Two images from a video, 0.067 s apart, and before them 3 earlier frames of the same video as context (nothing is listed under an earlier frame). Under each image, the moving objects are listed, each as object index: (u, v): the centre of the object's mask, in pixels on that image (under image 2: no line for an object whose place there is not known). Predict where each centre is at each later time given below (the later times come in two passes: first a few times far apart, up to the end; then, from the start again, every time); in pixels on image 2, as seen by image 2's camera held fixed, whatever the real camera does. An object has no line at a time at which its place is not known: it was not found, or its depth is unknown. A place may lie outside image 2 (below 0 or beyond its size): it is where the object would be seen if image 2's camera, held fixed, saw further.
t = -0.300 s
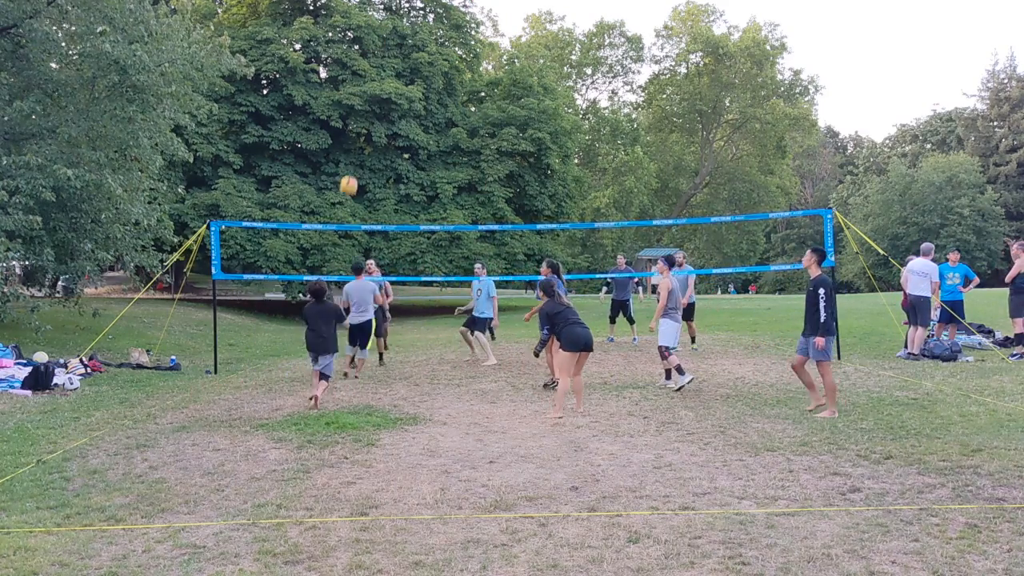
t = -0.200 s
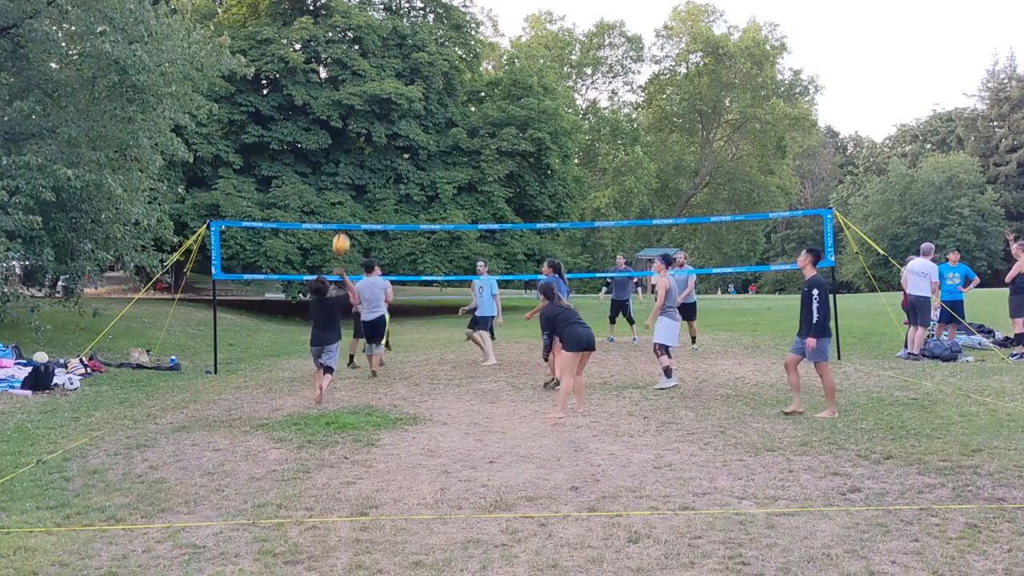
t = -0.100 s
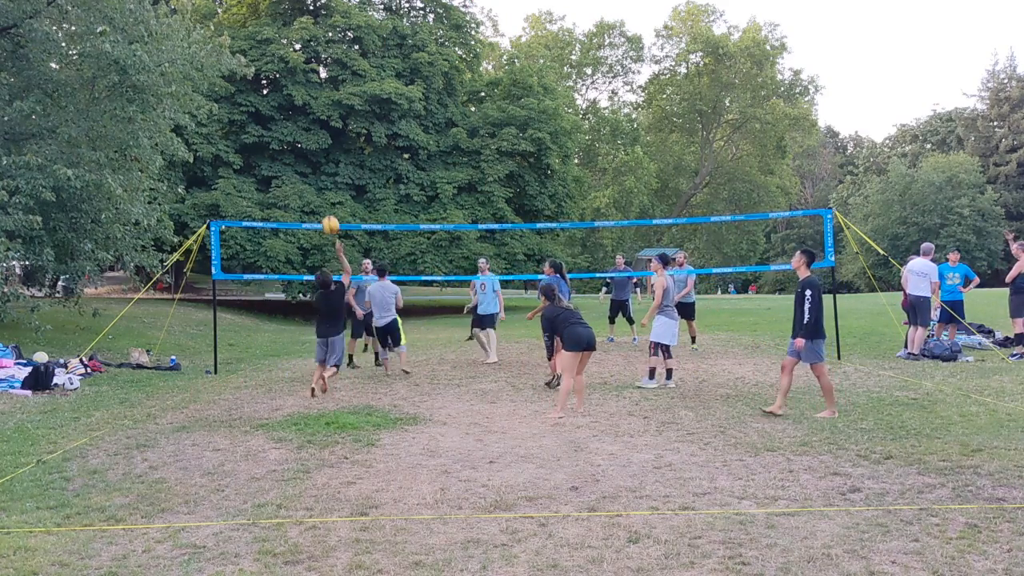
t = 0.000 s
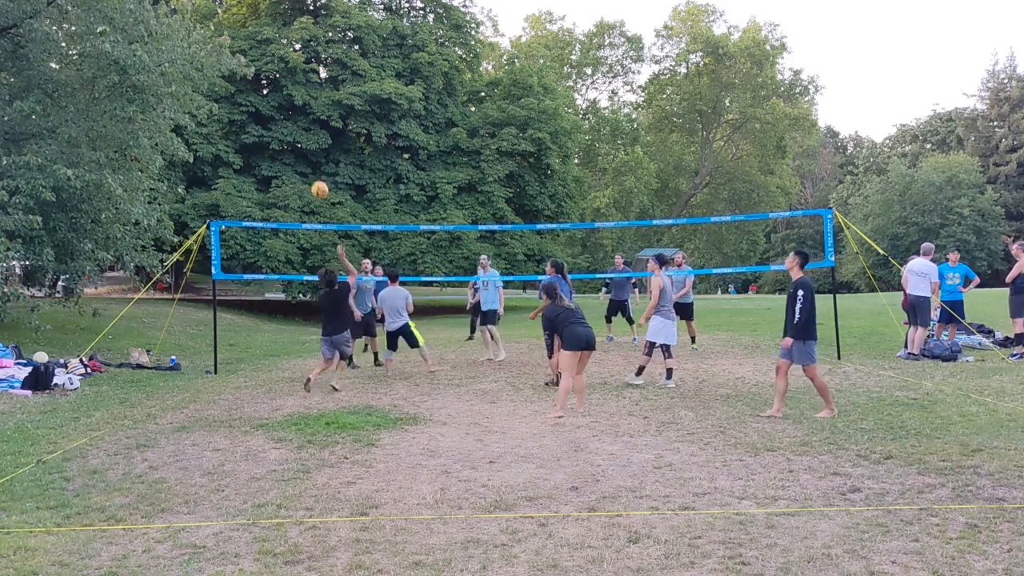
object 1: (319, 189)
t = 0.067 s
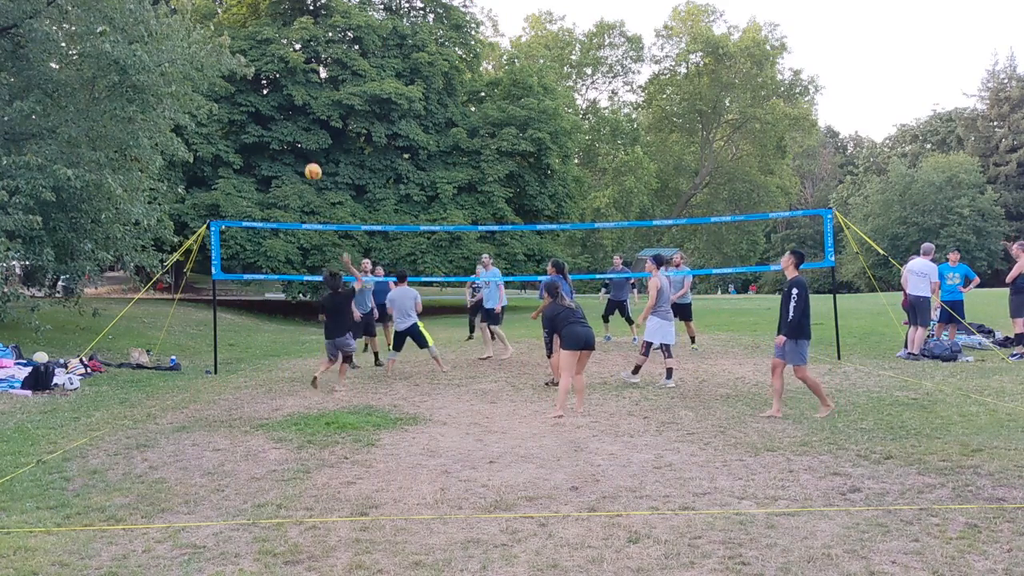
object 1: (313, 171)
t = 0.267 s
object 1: (295, 141)
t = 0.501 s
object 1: (277, 144)
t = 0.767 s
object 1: (260, 185)
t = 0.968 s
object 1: (249, 239)
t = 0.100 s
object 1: (310, 164)
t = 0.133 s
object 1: (307, 158)
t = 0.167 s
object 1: (303, 153)
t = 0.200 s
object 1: (301, 148)
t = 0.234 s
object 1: (298, 145)
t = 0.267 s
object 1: (295, 141)
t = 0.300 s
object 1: (292, 140)
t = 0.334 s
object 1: (289, 139)
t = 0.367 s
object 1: (287, 138)
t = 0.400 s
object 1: (285, 138)
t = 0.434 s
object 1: (282, 140)
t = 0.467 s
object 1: (279, 141)
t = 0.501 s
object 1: (277, 144)
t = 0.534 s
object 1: (274, 147)
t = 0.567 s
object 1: (272, 150)
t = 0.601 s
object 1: (270, 155)
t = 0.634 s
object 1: (268, 160)
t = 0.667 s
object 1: (266, 166)
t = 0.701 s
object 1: (264, 172)
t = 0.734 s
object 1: (262, 178)
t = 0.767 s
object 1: (260, 185)
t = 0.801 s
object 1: (258, 193)
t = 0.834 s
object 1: (256, 201)
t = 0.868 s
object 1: (254, 210)
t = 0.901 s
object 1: (252, 217)
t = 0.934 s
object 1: (250, 231)
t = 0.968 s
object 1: (249, 239)
